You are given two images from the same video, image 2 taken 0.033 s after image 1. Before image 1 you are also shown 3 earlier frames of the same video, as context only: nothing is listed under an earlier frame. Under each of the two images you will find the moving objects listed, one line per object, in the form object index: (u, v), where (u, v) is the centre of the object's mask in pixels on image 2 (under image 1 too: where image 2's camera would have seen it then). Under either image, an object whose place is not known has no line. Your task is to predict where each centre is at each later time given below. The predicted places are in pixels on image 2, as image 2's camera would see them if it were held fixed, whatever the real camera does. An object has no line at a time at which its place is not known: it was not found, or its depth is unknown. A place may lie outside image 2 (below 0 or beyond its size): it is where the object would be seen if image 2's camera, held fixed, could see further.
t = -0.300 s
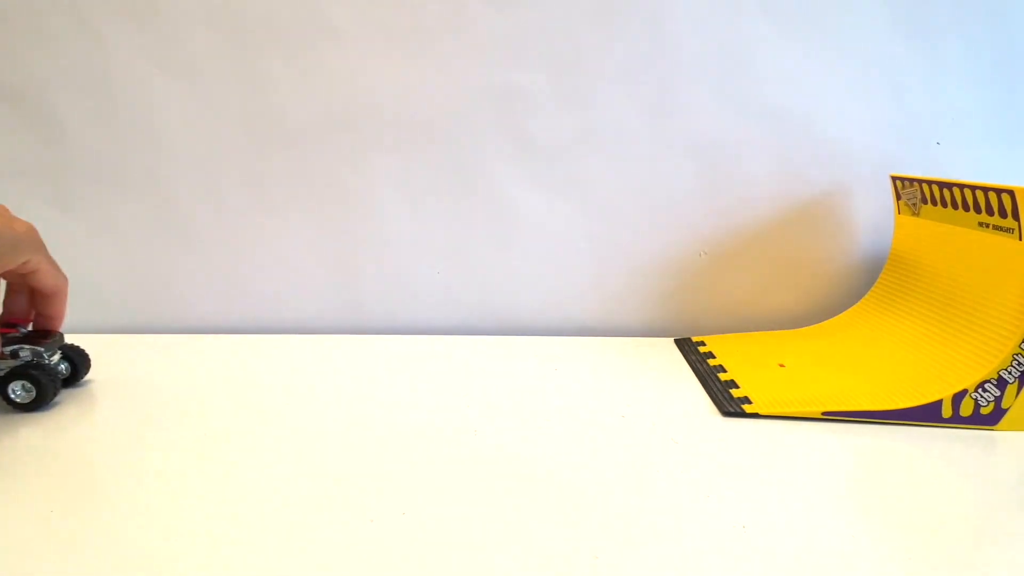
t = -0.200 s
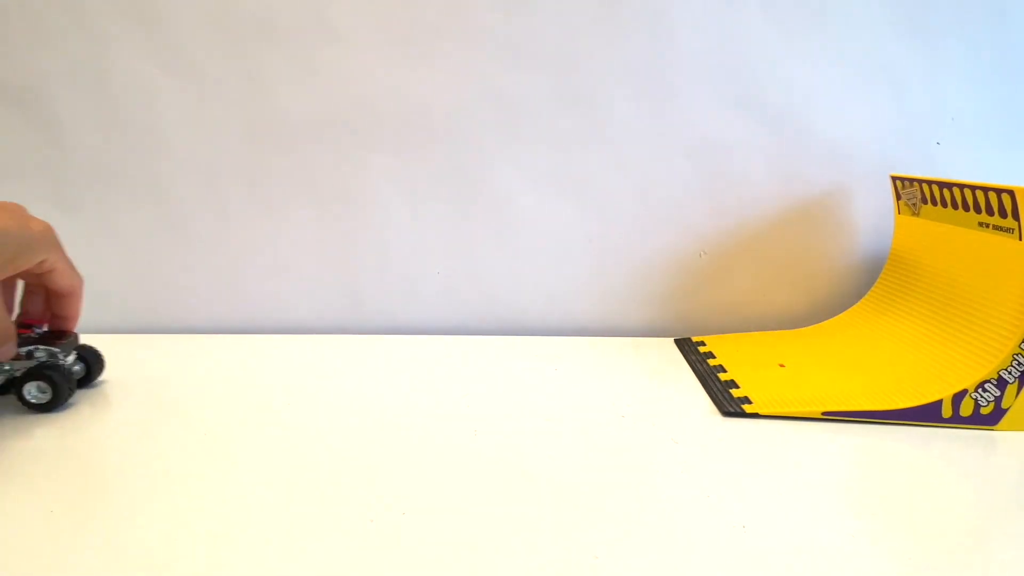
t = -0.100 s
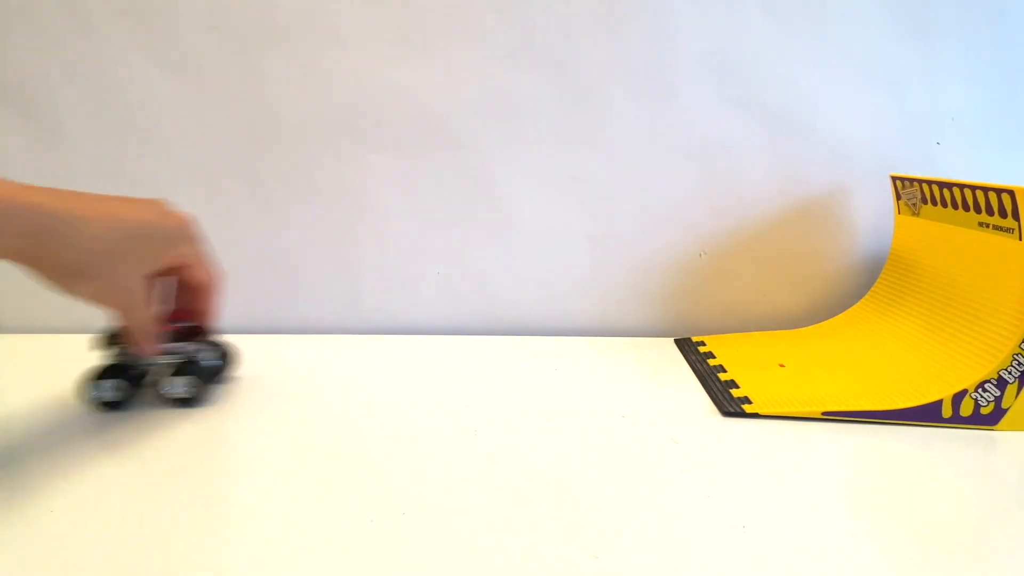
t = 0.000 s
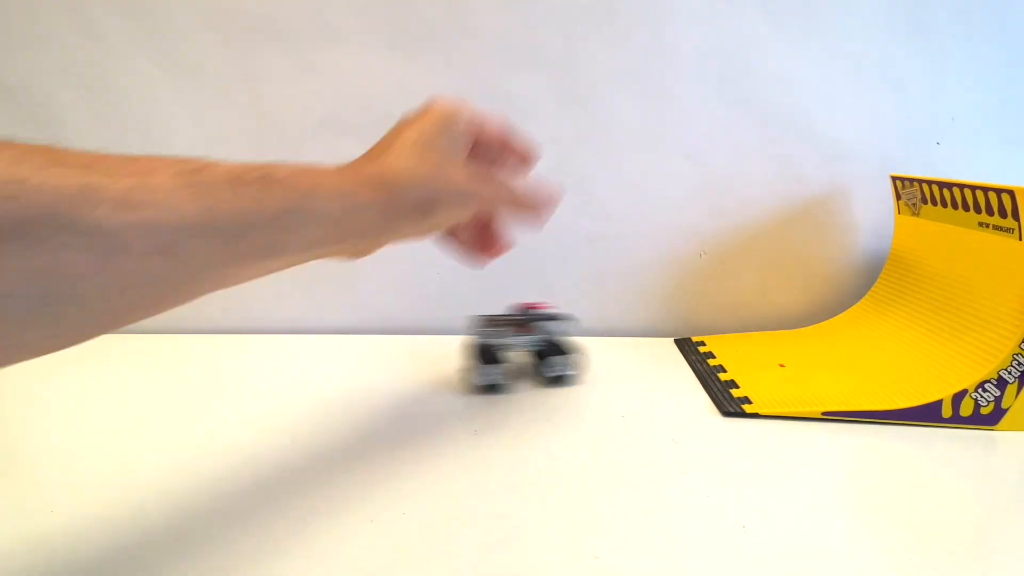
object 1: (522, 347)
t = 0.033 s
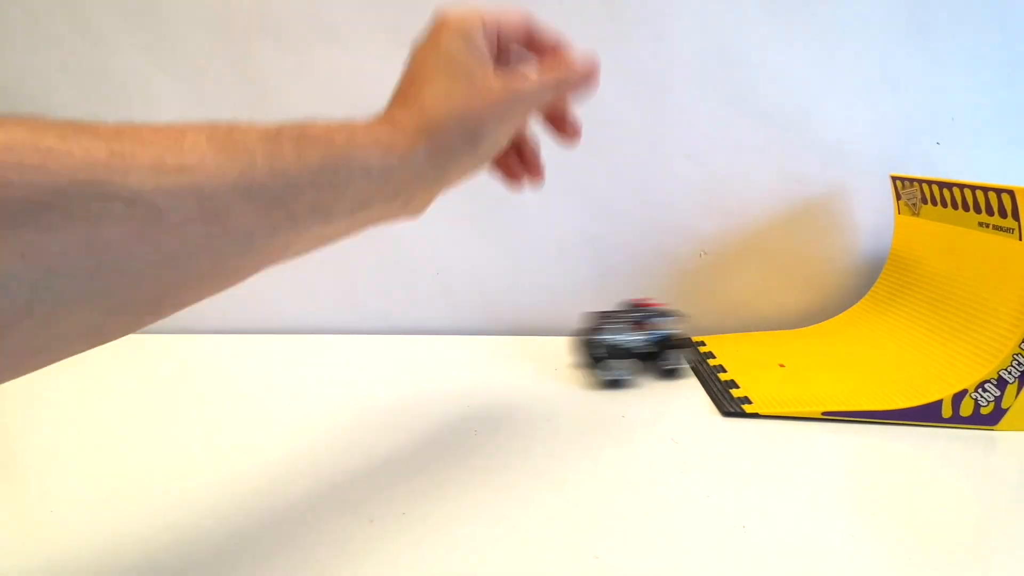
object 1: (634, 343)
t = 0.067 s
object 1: (729, 328)
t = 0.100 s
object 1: (813, 309)
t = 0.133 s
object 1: (848, 266)
